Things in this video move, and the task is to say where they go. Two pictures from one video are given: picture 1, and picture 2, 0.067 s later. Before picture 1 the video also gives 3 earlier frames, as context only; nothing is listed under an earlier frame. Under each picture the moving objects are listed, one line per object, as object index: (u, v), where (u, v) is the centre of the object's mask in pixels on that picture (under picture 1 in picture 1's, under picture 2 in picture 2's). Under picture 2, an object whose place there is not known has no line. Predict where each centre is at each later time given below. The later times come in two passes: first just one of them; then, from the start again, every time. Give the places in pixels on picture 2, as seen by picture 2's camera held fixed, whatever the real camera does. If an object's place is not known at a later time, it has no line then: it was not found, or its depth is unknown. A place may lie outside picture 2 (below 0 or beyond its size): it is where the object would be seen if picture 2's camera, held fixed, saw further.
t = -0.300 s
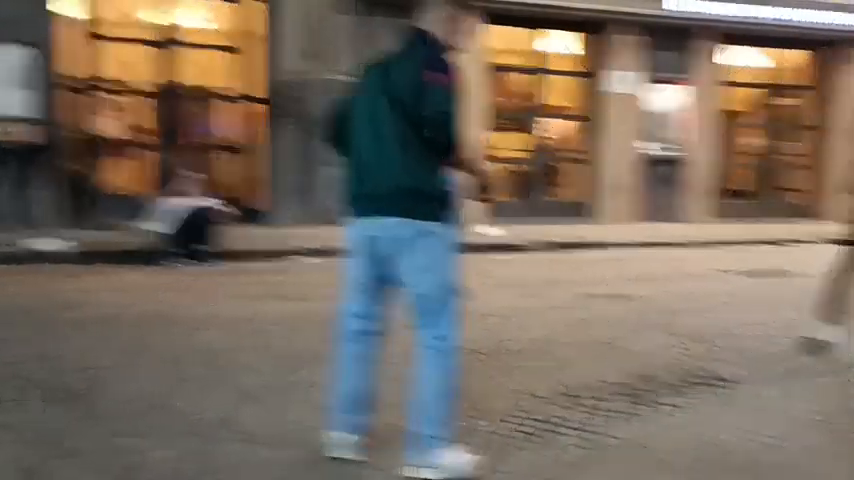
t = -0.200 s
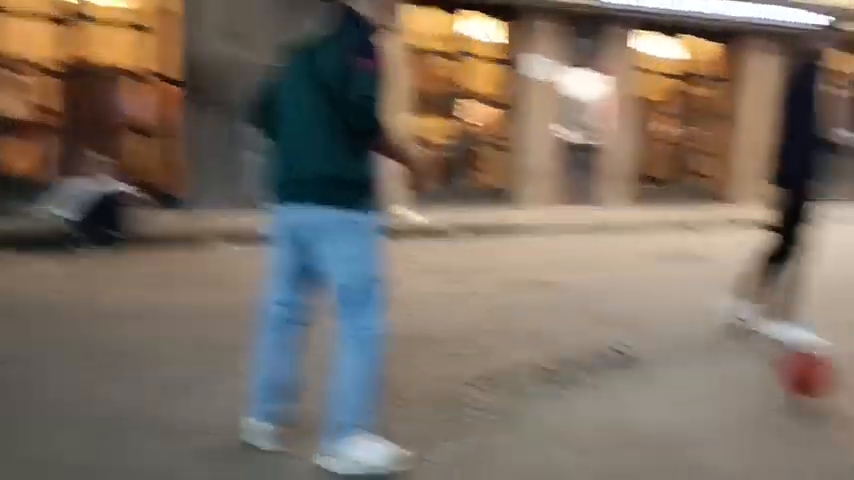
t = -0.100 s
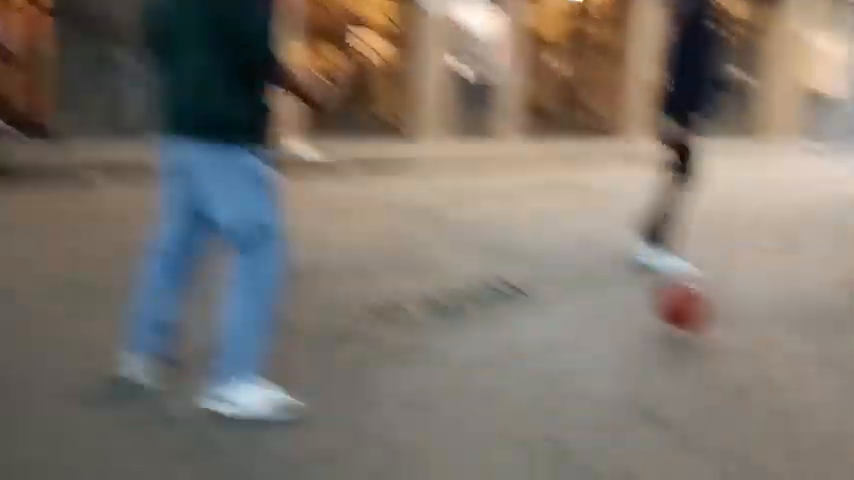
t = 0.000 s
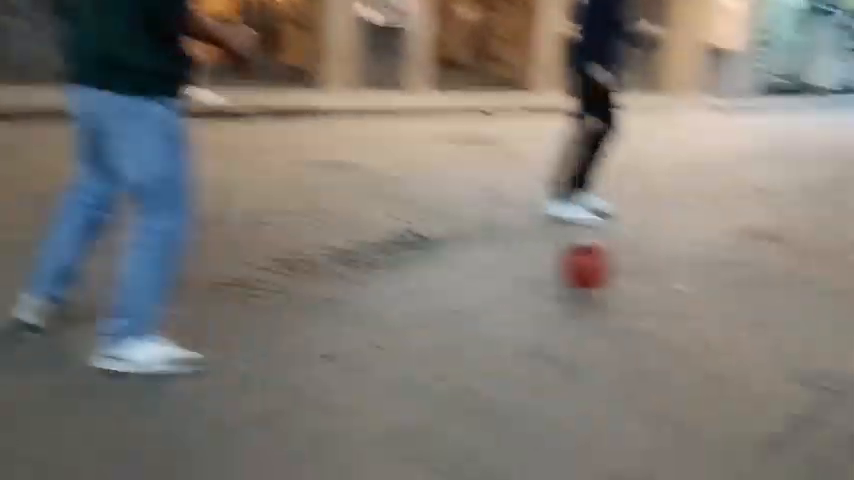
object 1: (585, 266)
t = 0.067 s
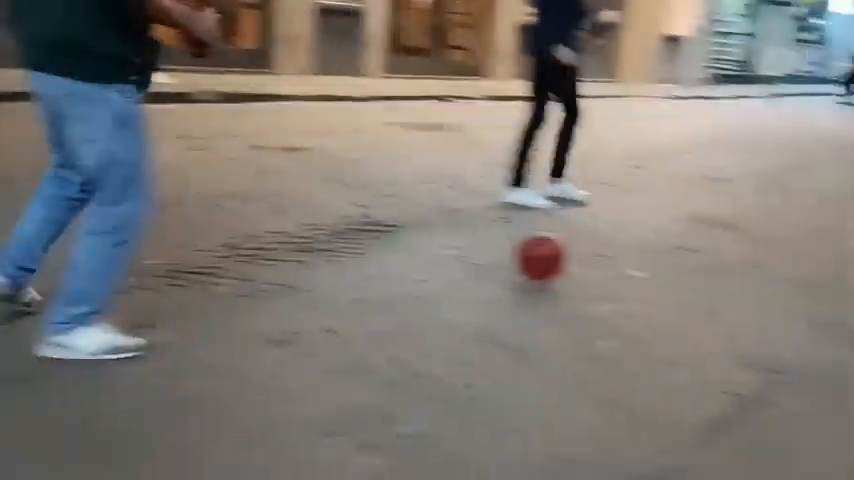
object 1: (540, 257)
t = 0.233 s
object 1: (546, 271)
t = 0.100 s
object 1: (540, 257)
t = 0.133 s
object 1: (539, 261)
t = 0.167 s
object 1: (543, 270)
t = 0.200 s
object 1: (544, 271)
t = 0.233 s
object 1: (546, 271)
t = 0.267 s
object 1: (547, 274)
